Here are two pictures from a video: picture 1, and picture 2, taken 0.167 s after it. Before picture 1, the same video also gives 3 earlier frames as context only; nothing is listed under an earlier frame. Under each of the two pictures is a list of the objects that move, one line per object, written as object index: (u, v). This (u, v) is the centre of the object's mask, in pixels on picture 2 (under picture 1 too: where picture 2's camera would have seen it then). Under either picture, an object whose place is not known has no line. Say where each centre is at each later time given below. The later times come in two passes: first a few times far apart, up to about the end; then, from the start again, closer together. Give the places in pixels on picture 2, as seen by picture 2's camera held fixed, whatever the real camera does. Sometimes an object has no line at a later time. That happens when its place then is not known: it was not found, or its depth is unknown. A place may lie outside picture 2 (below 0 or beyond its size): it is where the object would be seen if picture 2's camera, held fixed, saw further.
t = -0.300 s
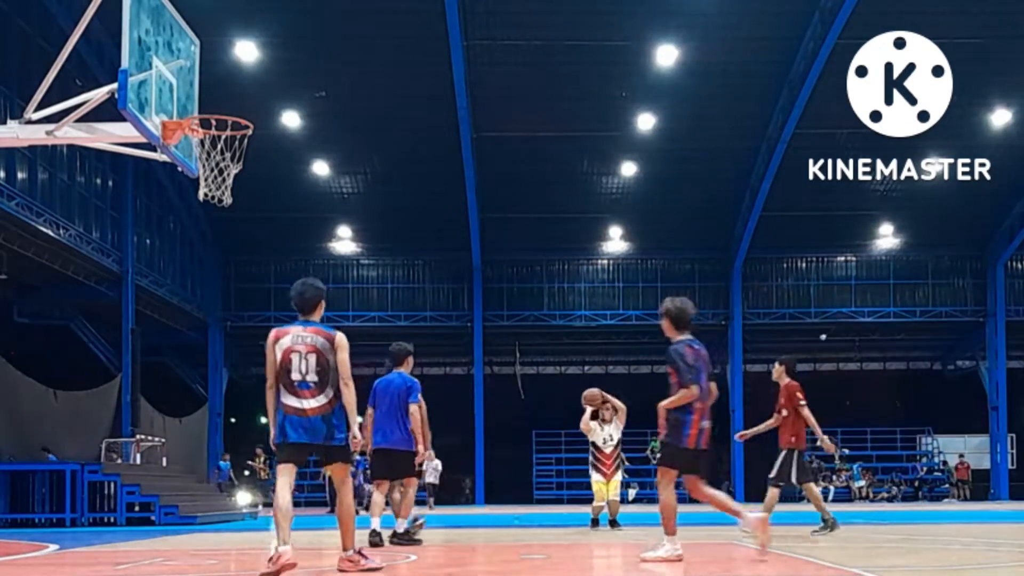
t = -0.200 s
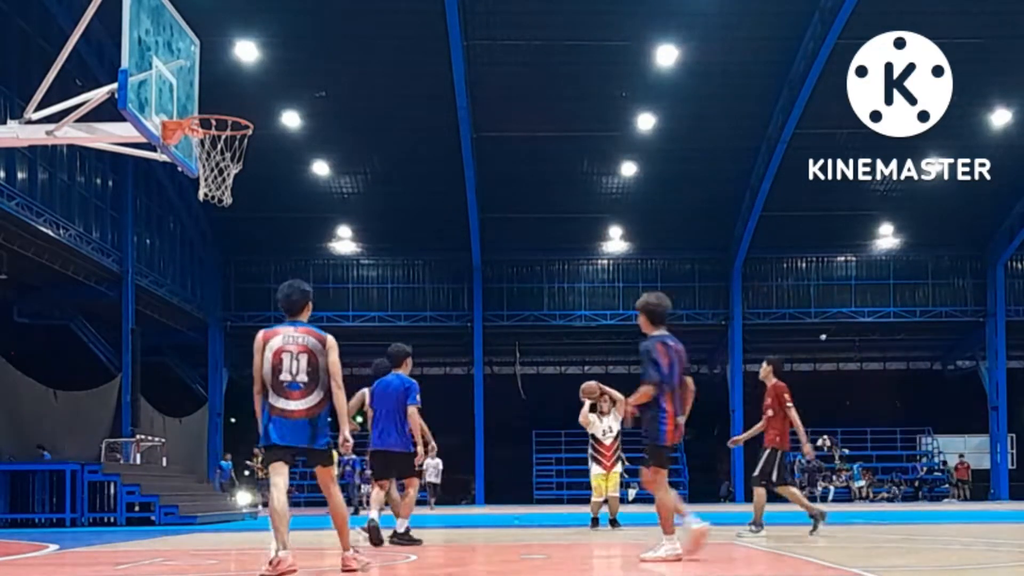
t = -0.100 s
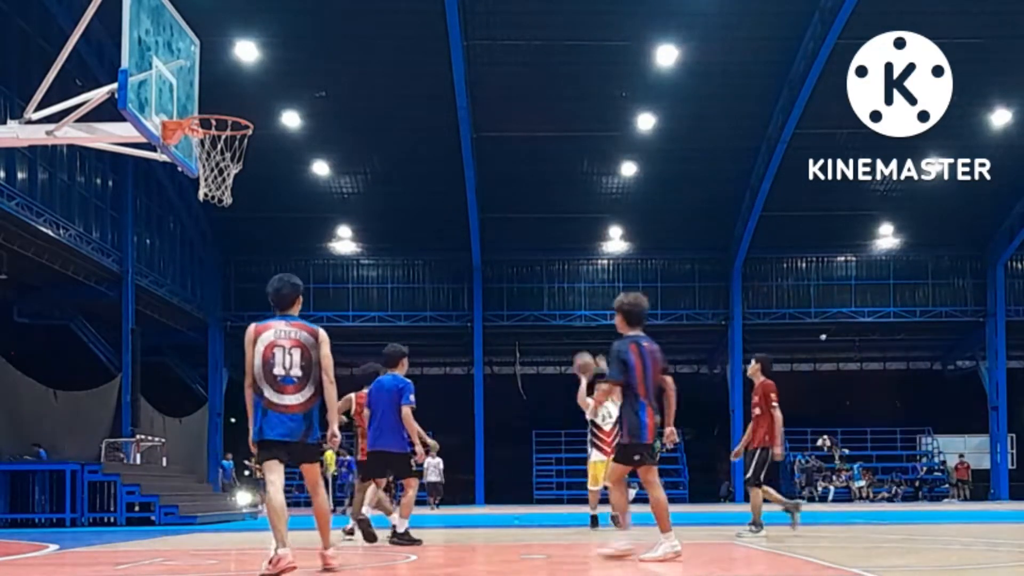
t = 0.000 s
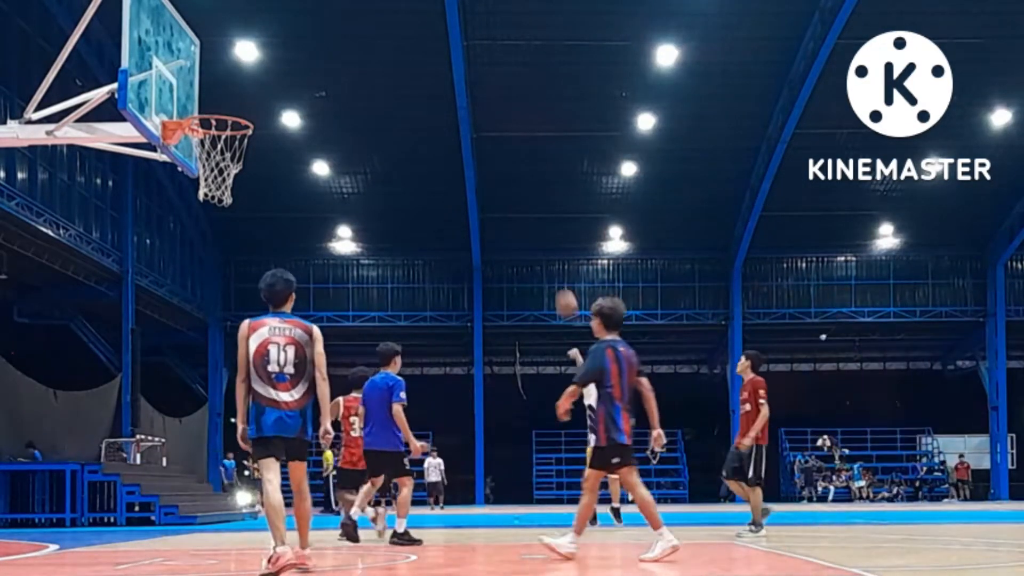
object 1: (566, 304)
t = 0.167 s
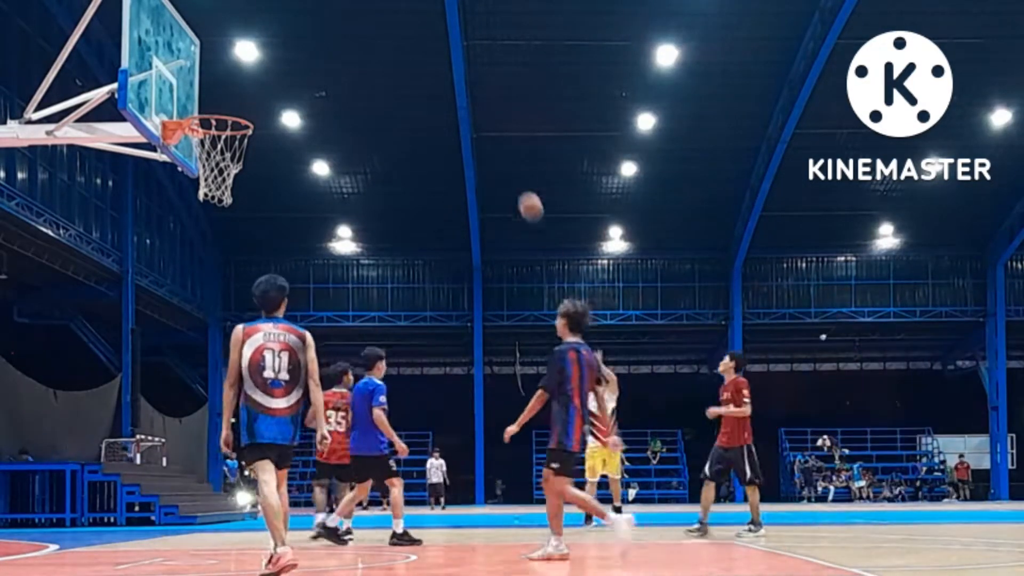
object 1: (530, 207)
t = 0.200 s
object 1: (523, 189)
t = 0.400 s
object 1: (473, 99)
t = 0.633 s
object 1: (407, 36)
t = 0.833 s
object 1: (342, 24)
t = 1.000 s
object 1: (281, 50)
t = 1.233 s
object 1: (218, 155)
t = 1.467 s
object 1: (277, 229)
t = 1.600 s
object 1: (308, 294)
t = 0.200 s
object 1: (523, 189)
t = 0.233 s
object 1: (515, 173)
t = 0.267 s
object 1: (507, 156)
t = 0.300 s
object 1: (499, 140)
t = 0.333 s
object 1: (490, 126)
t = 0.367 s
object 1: (482, 112)
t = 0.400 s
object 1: (473, 99)
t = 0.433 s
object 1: (464, 87)
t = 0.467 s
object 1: (455, 76)
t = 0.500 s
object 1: (446, 66)
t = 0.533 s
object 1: (437, 57)
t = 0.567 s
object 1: (427, 49)
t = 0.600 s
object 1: (417, 42)
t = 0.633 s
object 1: (407, 36)
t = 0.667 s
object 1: (397, 31)
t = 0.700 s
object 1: (387, 27)
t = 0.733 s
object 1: (375, 24)
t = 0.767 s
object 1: (365, 23)
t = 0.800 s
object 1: (354, 23)
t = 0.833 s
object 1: (342, 24)
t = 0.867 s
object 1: (330, 26)
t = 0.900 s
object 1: (318, 30)
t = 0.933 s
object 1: (306, 36)
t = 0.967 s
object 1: (293, 43)
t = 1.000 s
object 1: (281, 50)
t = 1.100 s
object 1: (240, 85)
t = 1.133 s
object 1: (226, 98)
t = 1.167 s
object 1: (213, 114)
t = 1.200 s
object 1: (205, 133)
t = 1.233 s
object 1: (218, 155)
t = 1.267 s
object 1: (227, 172)
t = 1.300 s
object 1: (239, 177)
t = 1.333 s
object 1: (246, 185)
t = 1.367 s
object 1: (254, 193)
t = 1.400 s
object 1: (261, 204)
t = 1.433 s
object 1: (269, 215)
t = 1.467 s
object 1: (277, 229)
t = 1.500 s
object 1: (285, 243)
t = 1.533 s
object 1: (293, 259)
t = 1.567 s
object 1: (301, 276)
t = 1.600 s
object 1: (308, 294)
